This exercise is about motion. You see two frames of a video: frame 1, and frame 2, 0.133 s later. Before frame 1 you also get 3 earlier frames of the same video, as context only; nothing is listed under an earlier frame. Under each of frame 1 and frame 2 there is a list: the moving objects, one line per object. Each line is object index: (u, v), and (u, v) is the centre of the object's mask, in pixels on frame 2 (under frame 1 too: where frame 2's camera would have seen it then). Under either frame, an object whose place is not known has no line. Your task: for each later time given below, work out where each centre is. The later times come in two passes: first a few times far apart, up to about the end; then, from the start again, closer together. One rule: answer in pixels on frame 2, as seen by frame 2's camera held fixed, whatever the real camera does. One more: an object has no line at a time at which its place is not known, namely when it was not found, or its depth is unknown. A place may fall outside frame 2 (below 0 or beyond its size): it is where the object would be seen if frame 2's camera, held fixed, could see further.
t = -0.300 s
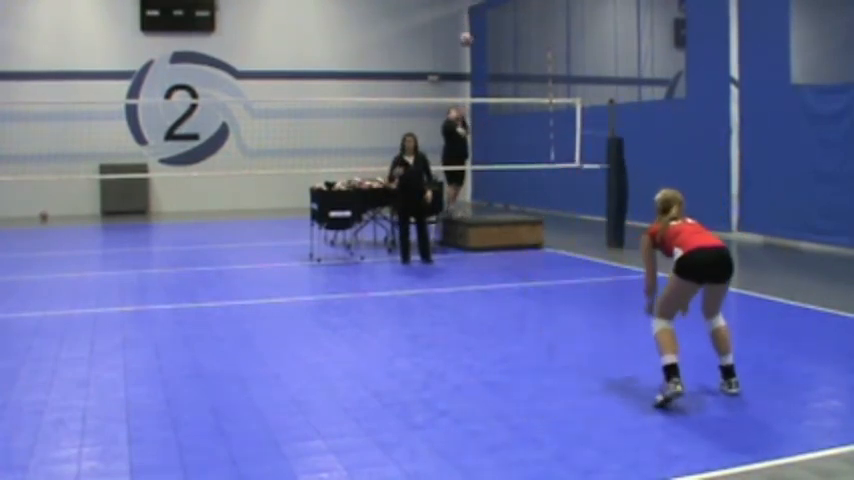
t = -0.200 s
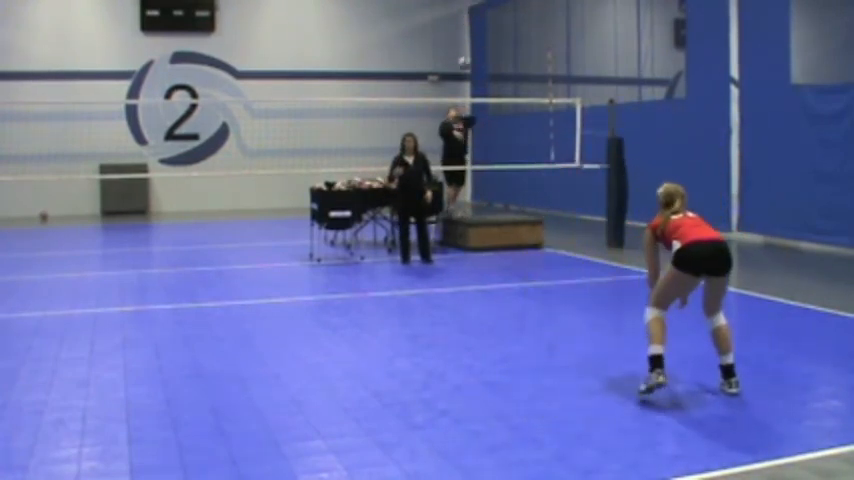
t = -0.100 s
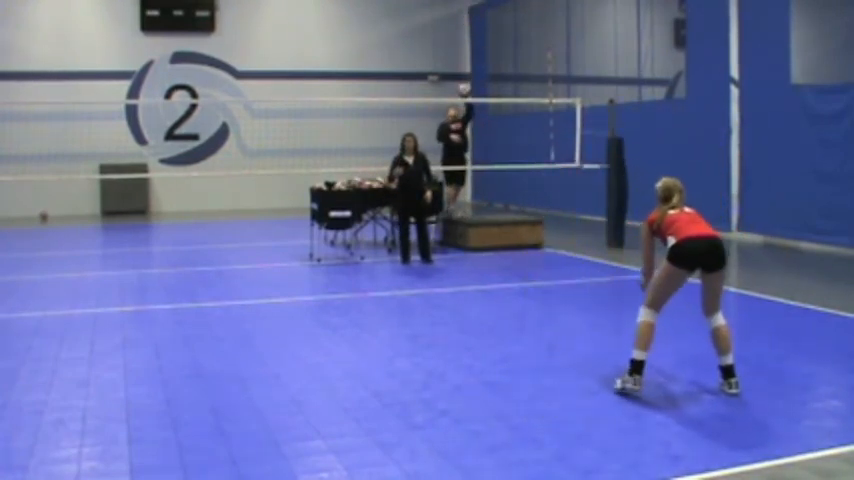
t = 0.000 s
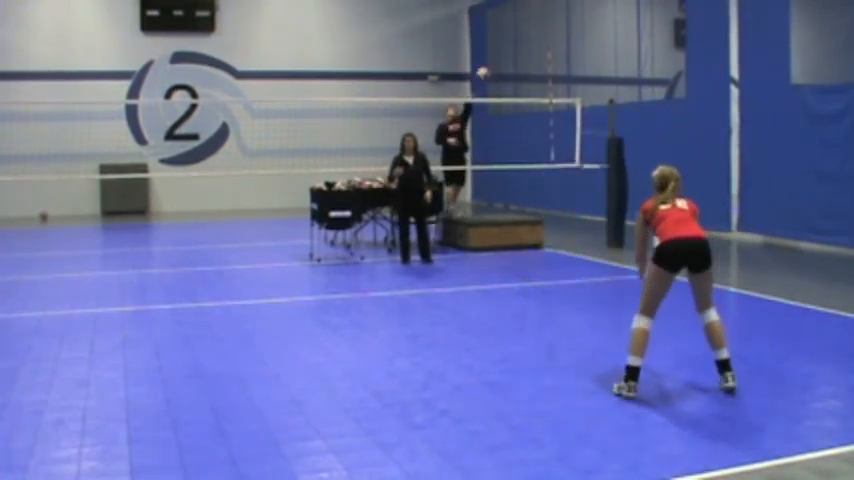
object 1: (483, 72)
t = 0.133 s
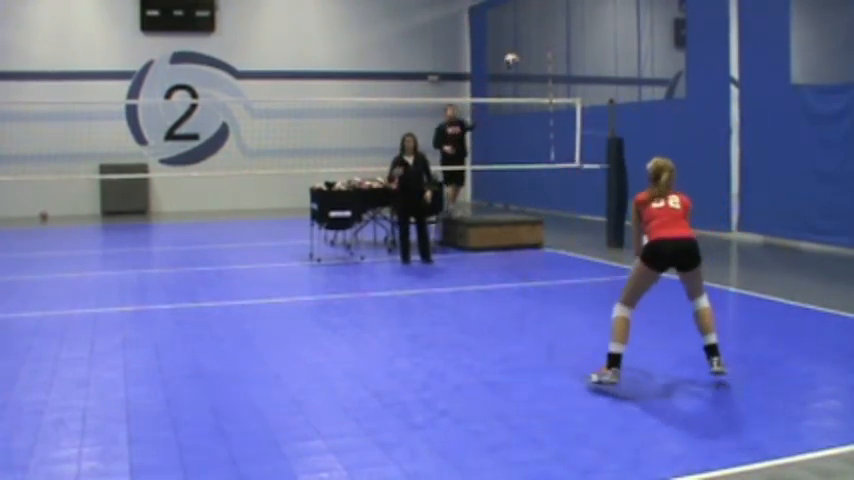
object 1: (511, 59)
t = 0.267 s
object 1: (545, 61)
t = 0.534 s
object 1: (634, 120)
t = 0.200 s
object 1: (527, 57)
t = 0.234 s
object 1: (536, 59)
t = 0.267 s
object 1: (545, 61)
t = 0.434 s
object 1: (597, 88)
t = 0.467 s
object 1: (608, 95)
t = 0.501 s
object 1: (619, 106)
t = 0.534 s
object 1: (634, 120)
